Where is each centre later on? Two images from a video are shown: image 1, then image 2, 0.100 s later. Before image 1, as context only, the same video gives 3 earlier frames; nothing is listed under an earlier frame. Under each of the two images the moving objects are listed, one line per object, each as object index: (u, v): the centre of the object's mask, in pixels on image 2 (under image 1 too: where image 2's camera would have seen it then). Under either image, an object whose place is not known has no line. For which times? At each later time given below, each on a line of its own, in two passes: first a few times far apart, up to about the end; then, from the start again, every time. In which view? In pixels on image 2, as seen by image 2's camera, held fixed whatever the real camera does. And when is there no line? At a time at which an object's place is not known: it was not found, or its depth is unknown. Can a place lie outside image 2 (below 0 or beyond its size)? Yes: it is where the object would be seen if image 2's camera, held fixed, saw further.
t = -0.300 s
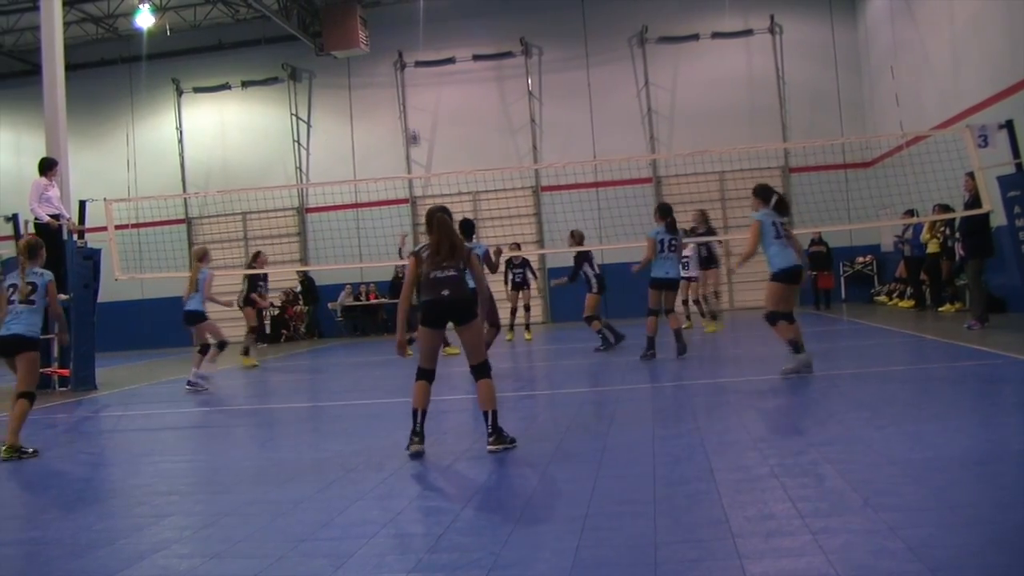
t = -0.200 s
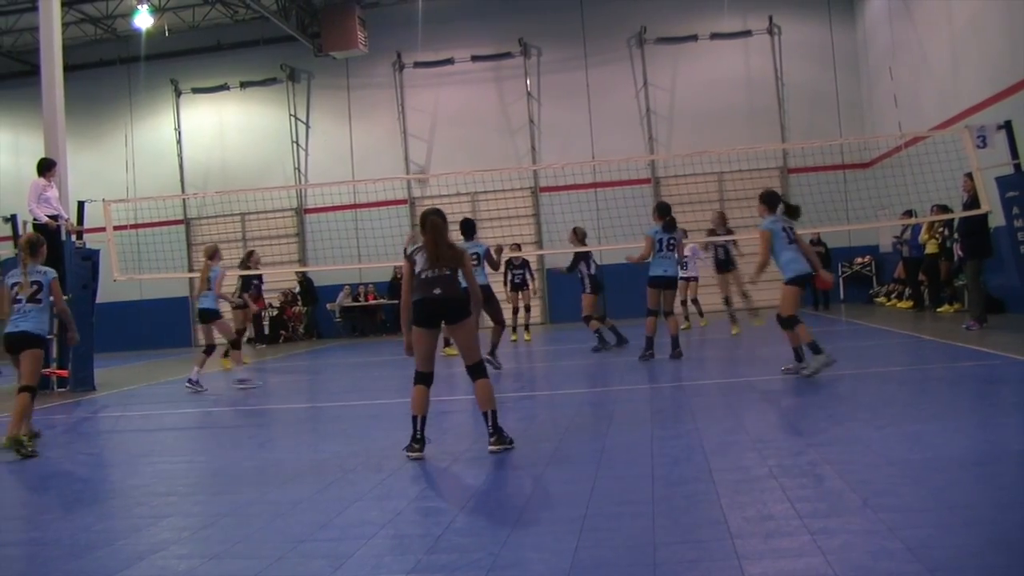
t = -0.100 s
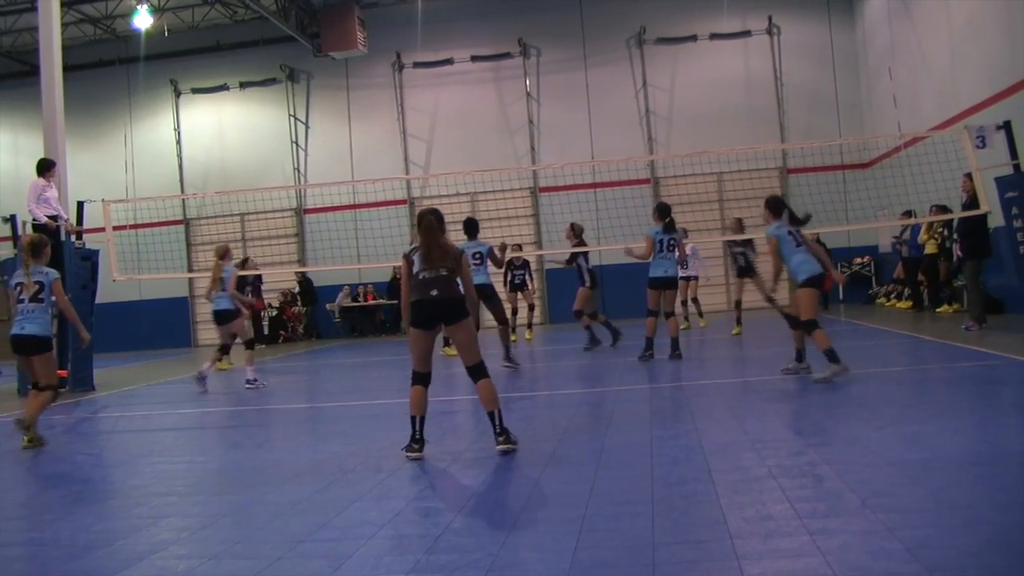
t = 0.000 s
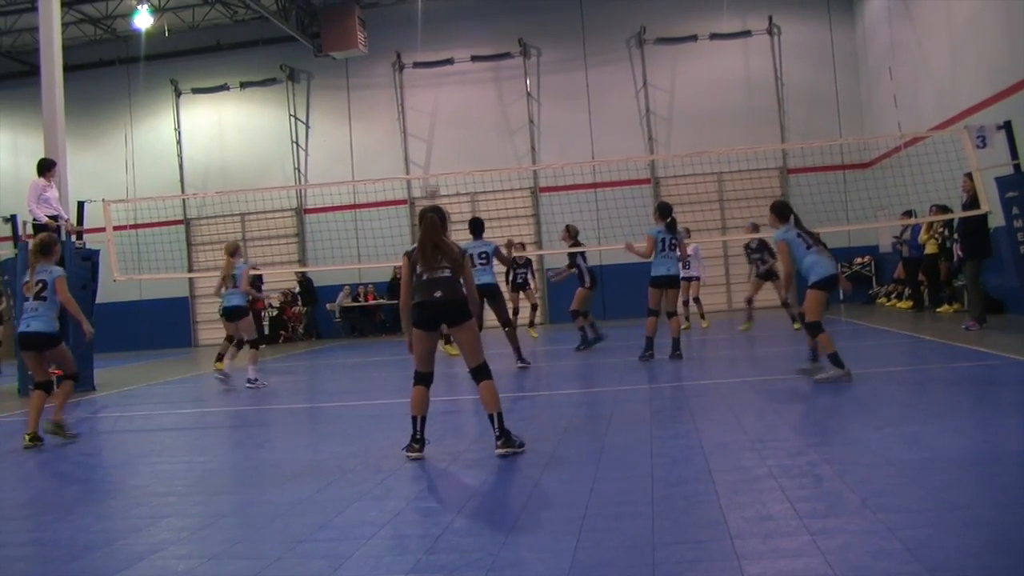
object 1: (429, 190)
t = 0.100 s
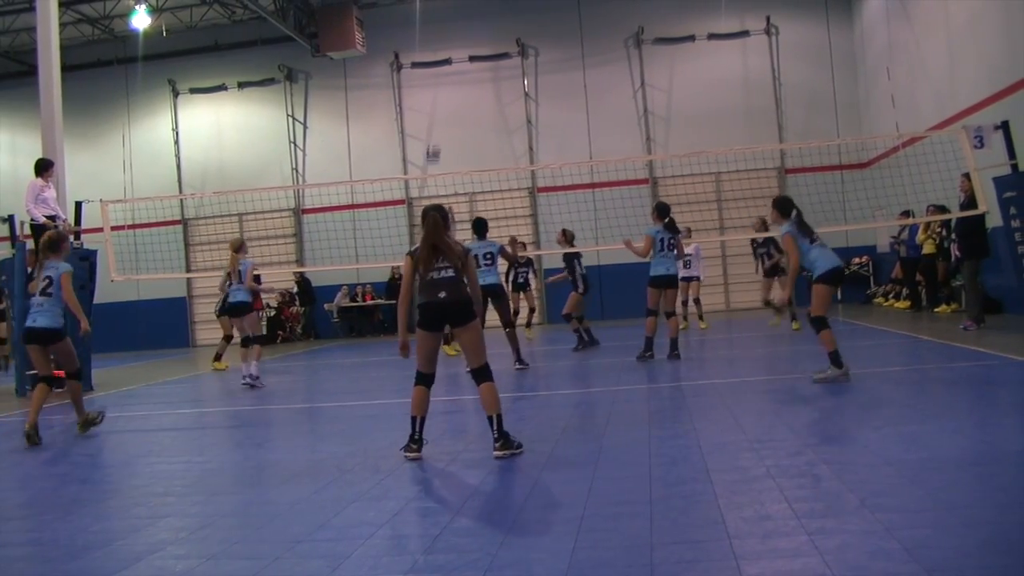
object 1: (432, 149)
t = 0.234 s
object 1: (438, 106)
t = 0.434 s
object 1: (445, 68)
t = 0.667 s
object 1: (454, 59)
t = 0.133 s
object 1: (434, 138)
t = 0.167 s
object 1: (436, 125)
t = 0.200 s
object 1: (436, 115)
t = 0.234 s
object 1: (438, 106)
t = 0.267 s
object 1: (439, 98)
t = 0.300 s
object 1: (440, 92)
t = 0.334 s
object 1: (441, 84)
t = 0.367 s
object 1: (441, 77)
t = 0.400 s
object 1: (444, 72)
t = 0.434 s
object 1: (445, 68)
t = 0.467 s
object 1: (445, 64)
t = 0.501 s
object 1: (446, 62)
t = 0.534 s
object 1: (448, 60)
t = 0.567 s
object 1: (450, 59)
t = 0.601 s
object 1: (451, 59)
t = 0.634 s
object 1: (453, 59)
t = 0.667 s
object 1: (454, 59)
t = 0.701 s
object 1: (456, 61)
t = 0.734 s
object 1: (458, 64)
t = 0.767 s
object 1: (459, 67)
